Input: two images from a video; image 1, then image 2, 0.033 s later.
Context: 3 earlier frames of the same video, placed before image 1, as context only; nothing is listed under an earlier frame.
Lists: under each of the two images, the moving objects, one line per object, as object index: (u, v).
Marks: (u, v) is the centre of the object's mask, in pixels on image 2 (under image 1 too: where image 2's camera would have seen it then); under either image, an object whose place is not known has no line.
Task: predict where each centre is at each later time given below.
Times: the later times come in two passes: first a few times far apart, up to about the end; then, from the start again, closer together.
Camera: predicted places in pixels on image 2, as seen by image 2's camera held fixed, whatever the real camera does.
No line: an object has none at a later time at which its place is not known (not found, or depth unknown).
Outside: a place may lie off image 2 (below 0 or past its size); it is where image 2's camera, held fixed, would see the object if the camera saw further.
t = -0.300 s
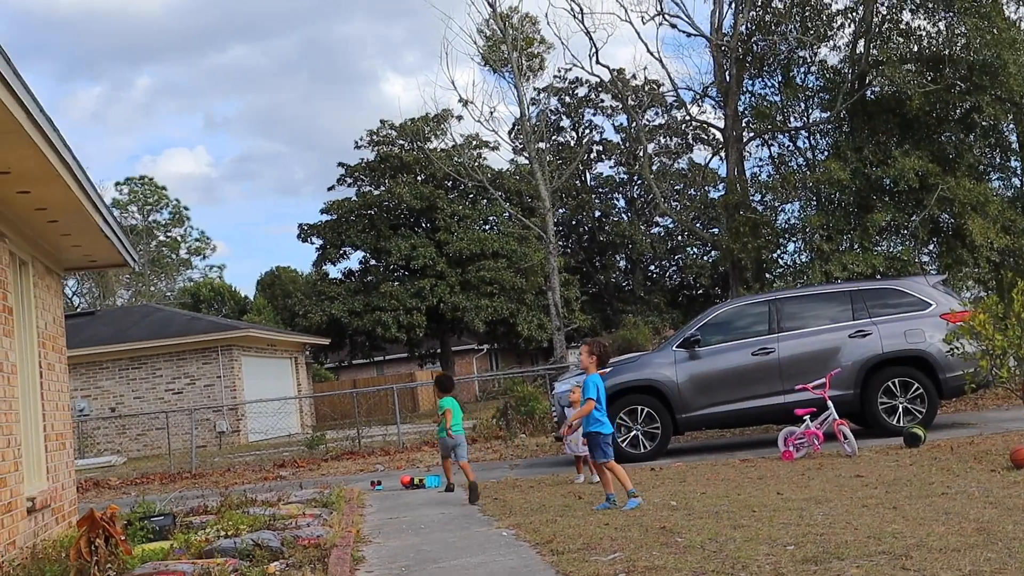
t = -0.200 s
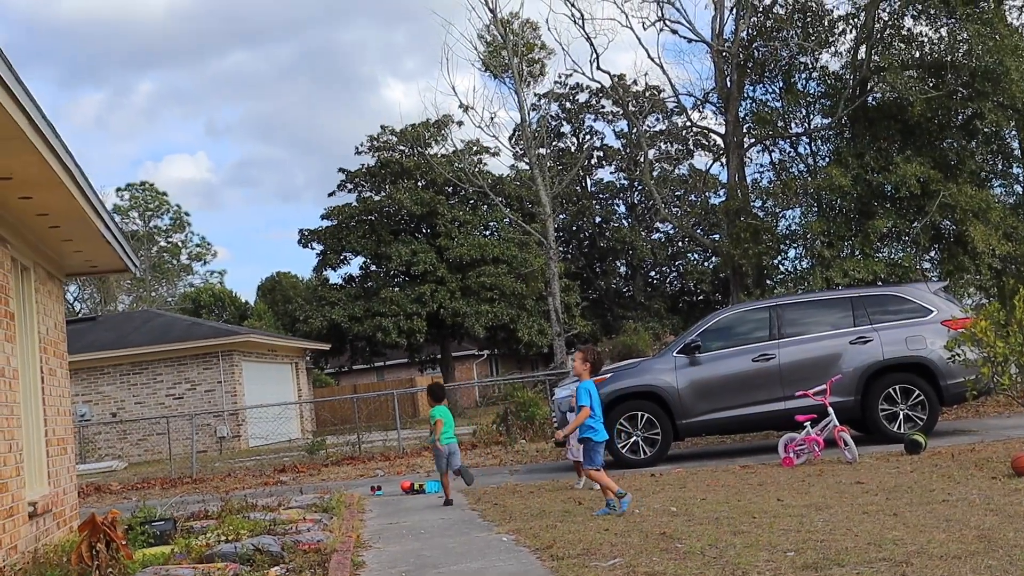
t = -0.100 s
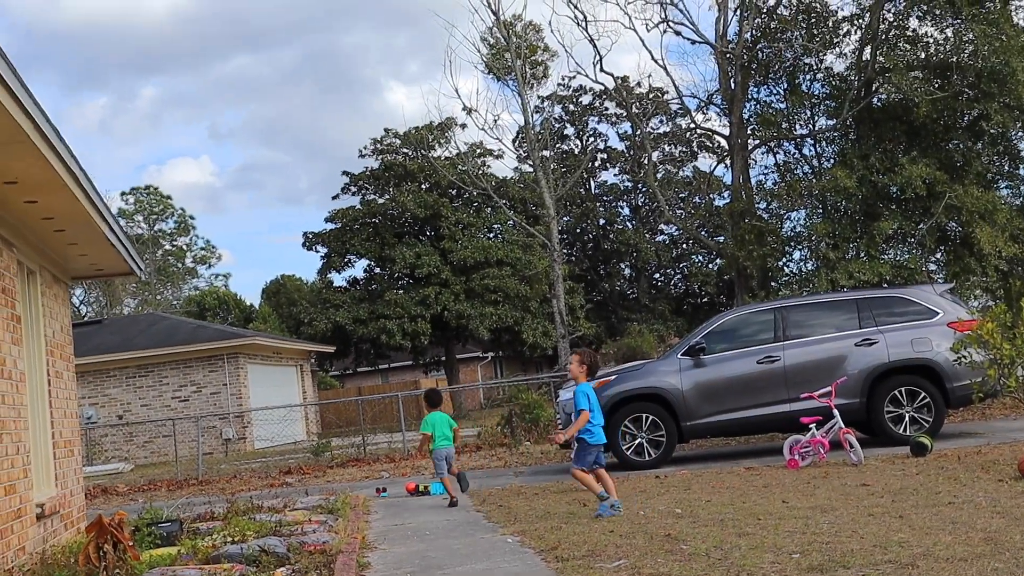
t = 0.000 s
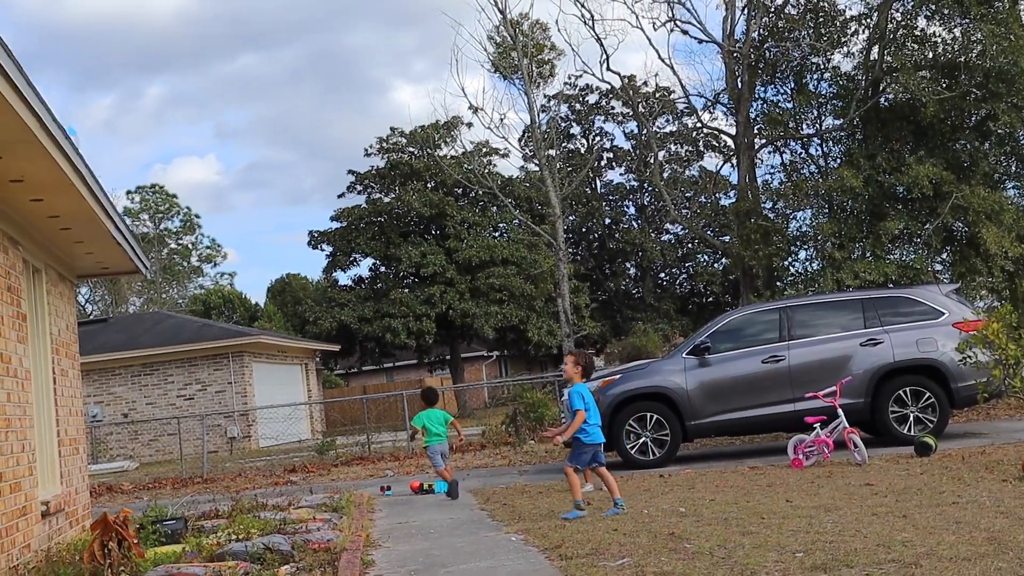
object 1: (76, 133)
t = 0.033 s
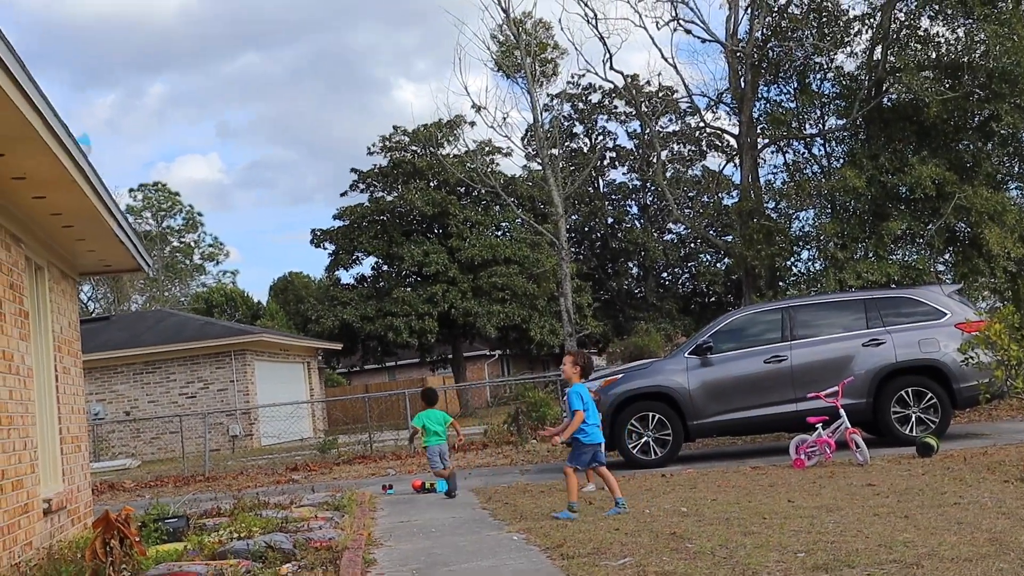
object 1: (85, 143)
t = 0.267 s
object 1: (124, 164)
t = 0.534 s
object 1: (183, 230)
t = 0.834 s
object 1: (227, 375)
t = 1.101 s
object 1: (253, 502)
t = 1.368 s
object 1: (268, 461)
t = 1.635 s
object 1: (287, 482)
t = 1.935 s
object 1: (306, 496)
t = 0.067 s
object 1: (84, 143)
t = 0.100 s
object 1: (91, 143)
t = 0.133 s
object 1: (97, 146)
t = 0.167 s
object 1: (103, 151)
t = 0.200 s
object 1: (110, 155)
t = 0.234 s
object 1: (117, 160)
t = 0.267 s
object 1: (124, 164)
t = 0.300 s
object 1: (133, 169)
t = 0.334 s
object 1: (143, 174)
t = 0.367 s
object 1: (151, 180)
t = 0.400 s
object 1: (158, 189)
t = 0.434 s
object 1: (164, 198)
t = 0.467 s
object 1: (170, 207)
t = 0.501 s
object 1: (176, 219)
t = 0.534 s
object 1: (183, 230)
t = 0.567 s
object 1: (188, 244)
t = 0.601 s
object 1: (193, 256)
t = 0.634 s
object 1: (198, 272)
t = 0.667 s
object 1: (203, 288)
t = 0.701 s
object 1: (208, 303)
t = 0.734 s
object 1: (213, 320)
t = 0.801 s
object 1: (222, 356)
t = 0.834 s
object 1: (227, 375)
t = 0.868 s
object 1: (231, 396)
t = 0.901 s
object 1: (235, 418)
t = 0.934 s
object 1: (239, 441)
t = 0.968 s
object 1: (242, 464)
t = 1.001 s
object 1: (244, 487)
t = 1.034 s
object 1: (248, 506)
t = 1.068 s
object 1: (252, 509)
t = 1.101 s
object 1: (253, 502)
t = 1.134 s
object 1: (255, 494)
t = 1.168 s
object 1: (256, 487)
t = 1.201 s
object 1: (258, 480)
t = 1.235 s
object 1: (259, 475)
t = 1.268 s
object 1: (261, 470)
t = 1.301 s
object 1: (263, 466)
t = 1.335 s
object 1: (266, 463)
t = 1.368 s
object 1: (268, 461)
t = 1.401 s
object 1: (271, 460)
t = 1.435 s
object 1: (273, 461)
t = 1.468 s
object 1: (275, 462)
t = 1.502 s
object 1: (277, 463)
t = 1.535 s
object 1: (280, 467)
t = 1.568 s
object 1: (282, 471)
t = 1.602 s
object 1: (285, 476)
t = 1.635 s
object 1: (287, 482)
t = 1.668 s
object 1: (289, 489)
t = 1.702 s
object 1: (292, 496)
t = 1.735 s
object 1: (295, 505)
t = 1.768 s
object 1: (297, 512)
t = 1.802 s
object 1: (299, 511)
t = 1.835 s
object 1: (301, 506)
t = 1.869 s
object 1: (302, 501)
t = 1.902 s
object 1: (305, 498)
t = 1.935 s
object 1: (306, 496)
